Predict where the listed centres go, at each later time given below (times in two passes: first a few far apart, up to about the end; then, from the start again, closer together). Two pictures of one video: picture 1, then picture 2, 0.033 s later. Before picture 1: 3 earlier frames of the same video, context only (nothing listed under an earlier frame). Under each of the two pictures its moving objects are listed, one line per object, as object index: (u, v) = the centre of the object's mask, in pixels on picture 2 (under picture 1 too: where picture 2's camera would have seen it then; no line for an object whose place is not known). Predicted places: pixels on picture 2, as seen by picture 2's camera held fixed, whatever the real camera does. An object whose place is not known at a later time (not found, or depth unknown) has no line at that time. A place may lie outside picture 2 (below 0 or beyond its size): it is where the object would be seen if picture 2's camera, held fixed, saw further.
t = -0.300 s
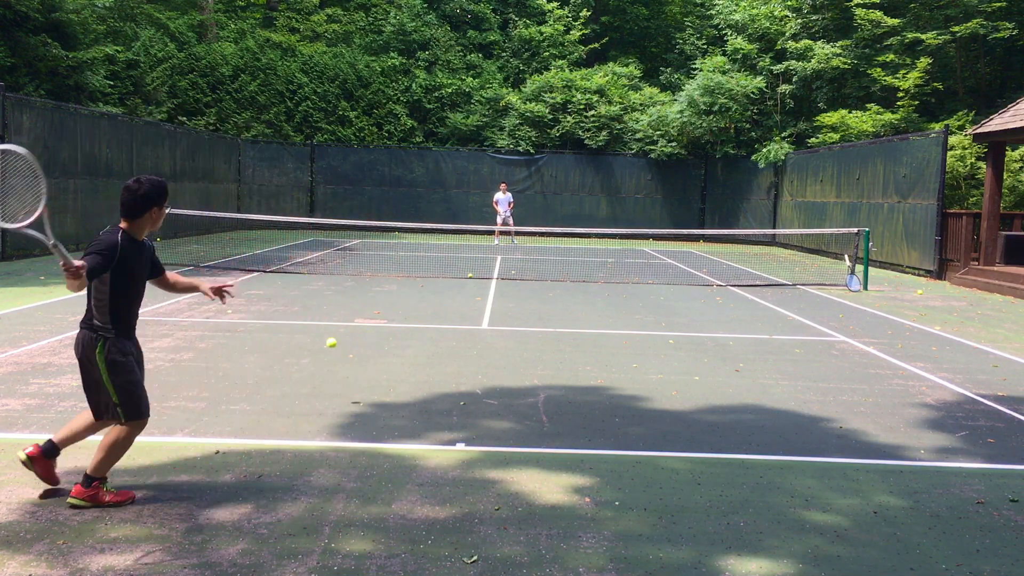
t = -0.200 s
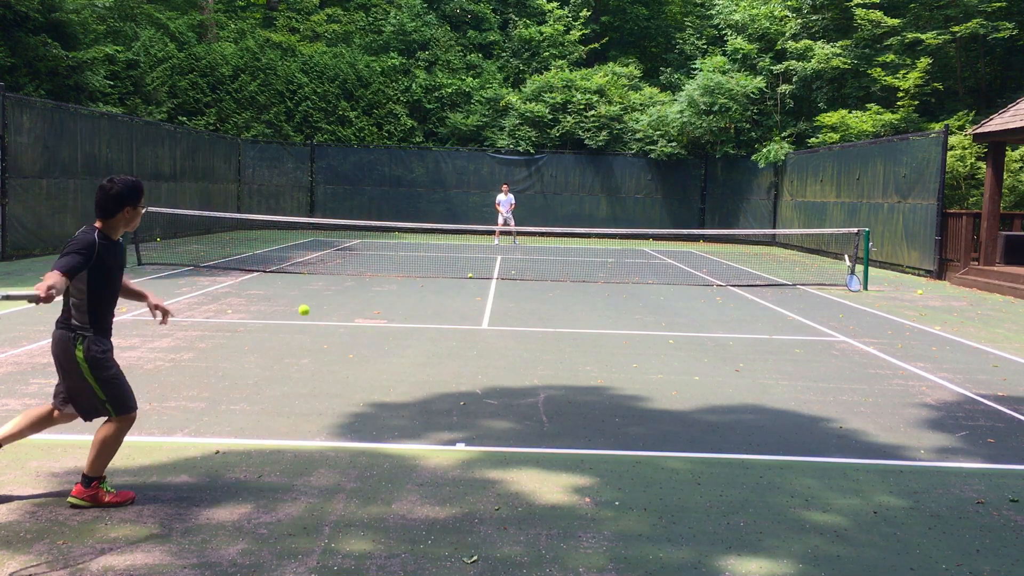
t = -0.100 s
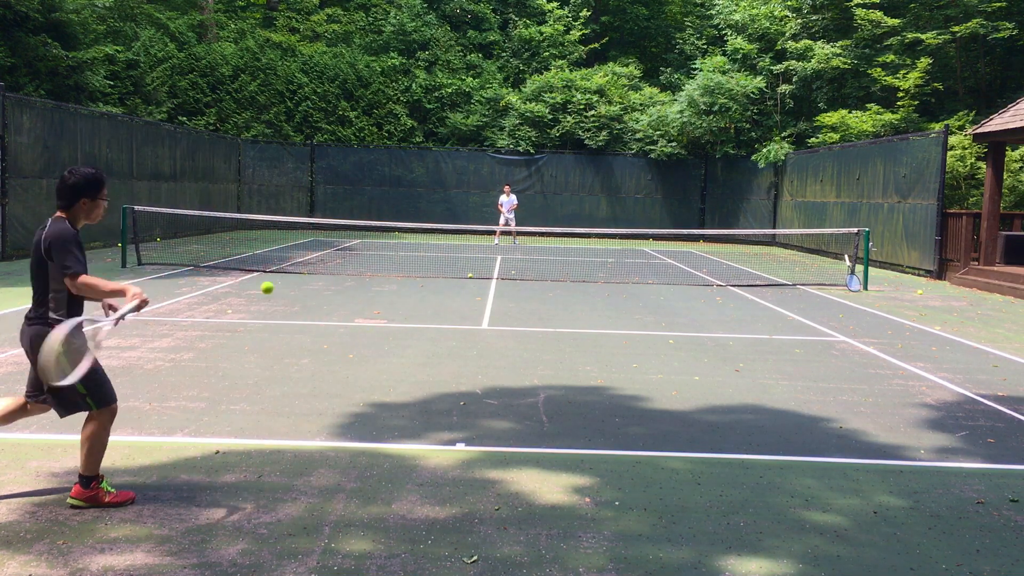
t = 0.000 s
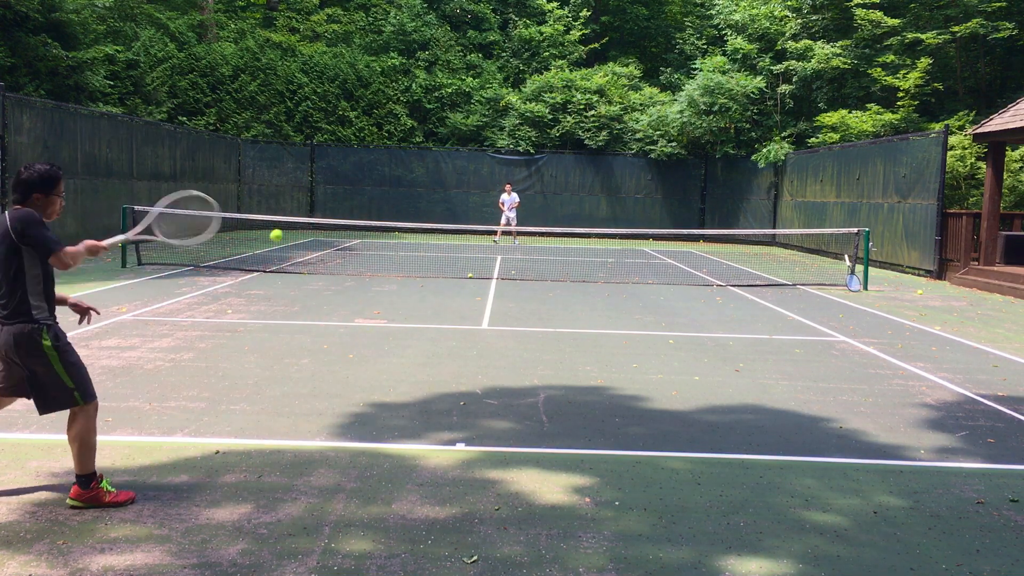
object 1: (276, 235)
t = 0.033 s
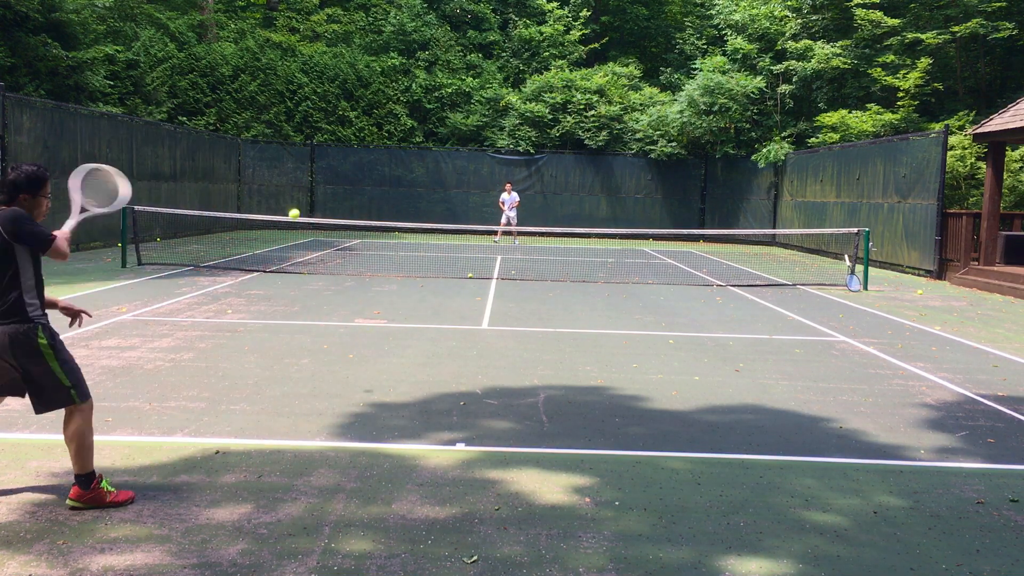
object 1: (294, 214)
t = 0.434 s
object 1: (360, 182)
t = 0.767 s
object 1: (373, 221)
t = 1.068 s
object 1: (379, 218)
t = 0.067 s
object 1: (308, 200)
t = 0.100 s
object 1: (318, 190)
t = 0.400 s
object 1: (358, 179)
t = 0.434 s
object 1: (360, 182)
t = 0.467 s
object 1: (362, 185)
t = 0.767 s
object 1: (373, 221)
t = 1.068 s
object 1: (379, 218)
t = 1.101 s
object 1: (380, 215)
